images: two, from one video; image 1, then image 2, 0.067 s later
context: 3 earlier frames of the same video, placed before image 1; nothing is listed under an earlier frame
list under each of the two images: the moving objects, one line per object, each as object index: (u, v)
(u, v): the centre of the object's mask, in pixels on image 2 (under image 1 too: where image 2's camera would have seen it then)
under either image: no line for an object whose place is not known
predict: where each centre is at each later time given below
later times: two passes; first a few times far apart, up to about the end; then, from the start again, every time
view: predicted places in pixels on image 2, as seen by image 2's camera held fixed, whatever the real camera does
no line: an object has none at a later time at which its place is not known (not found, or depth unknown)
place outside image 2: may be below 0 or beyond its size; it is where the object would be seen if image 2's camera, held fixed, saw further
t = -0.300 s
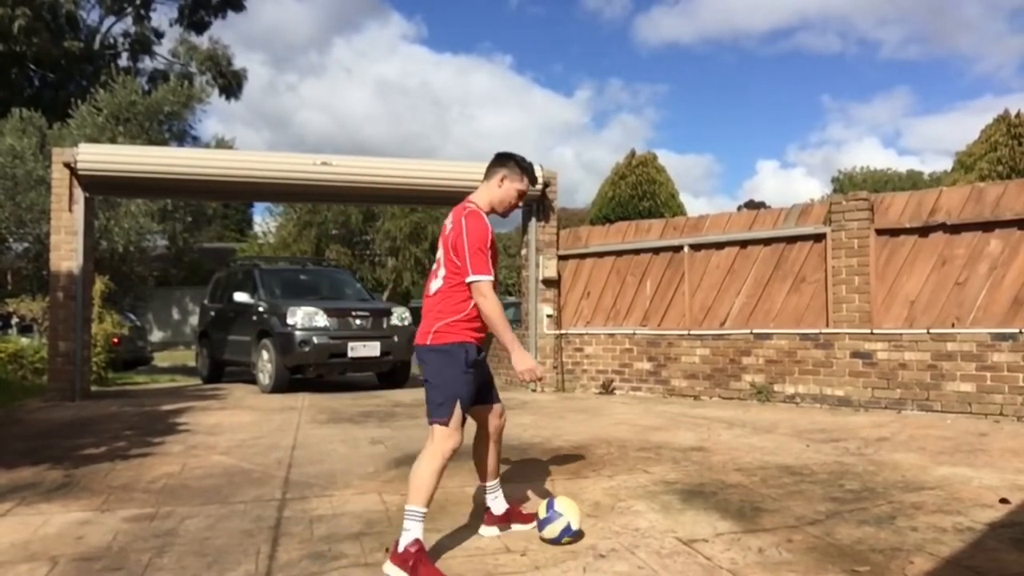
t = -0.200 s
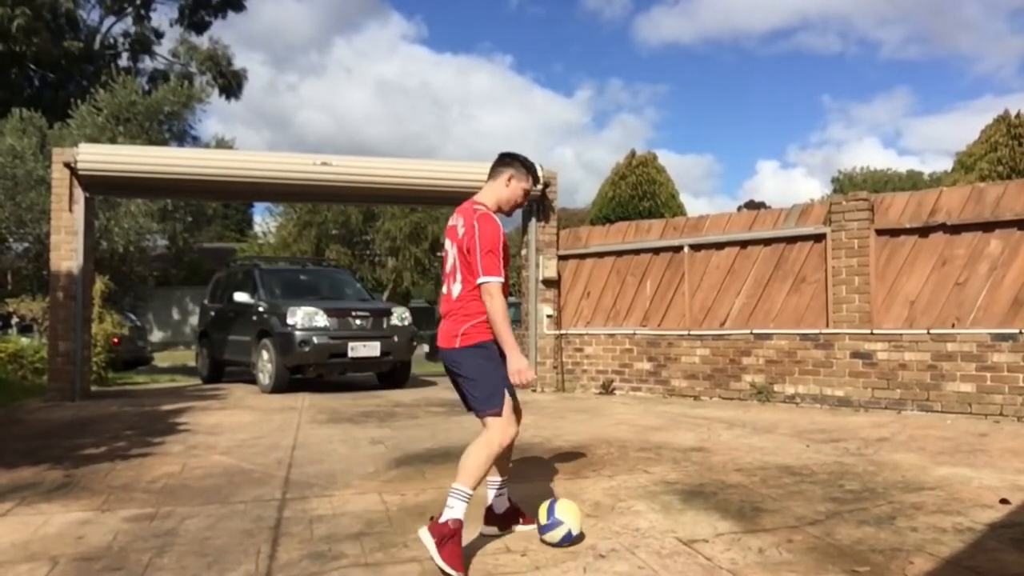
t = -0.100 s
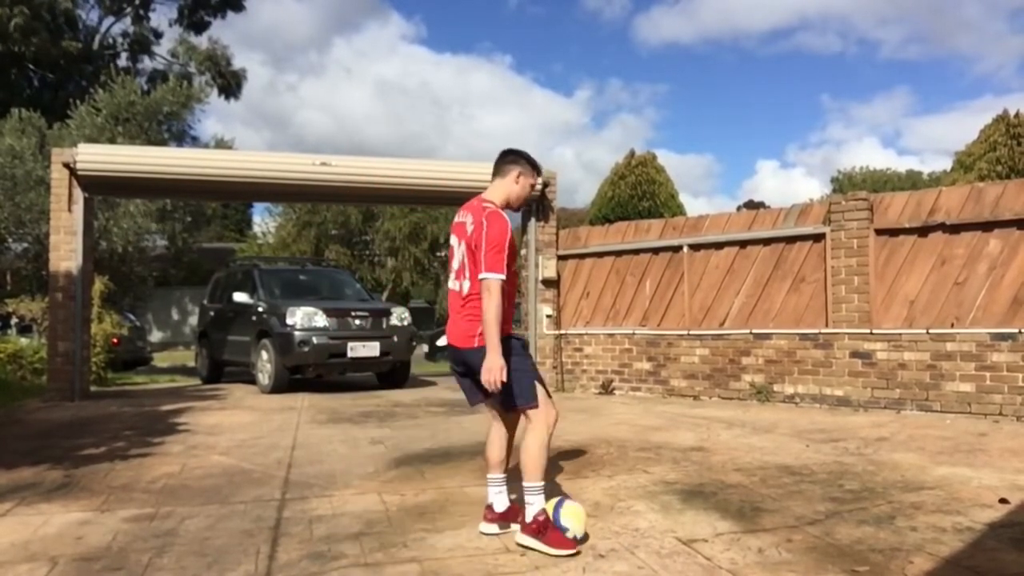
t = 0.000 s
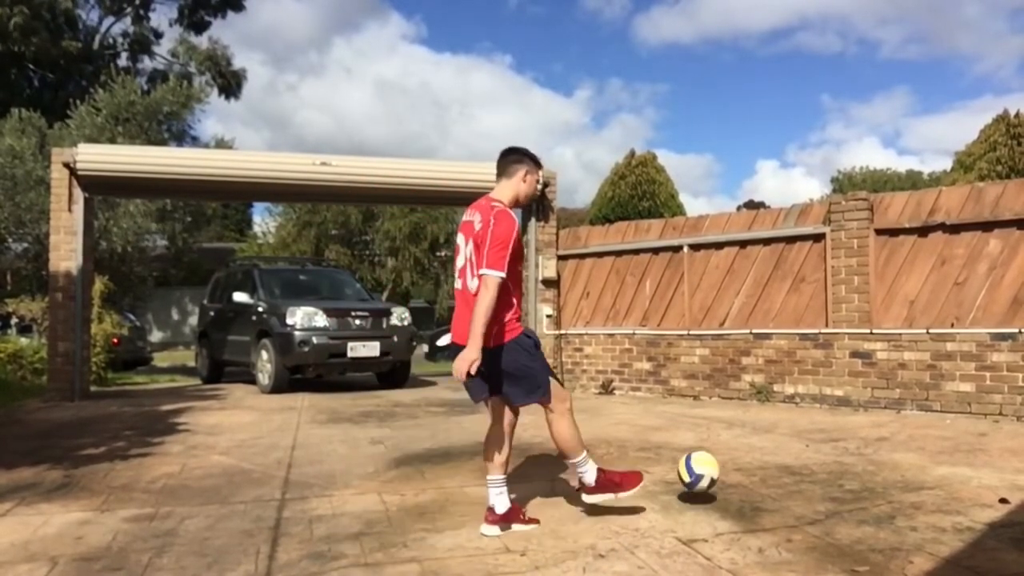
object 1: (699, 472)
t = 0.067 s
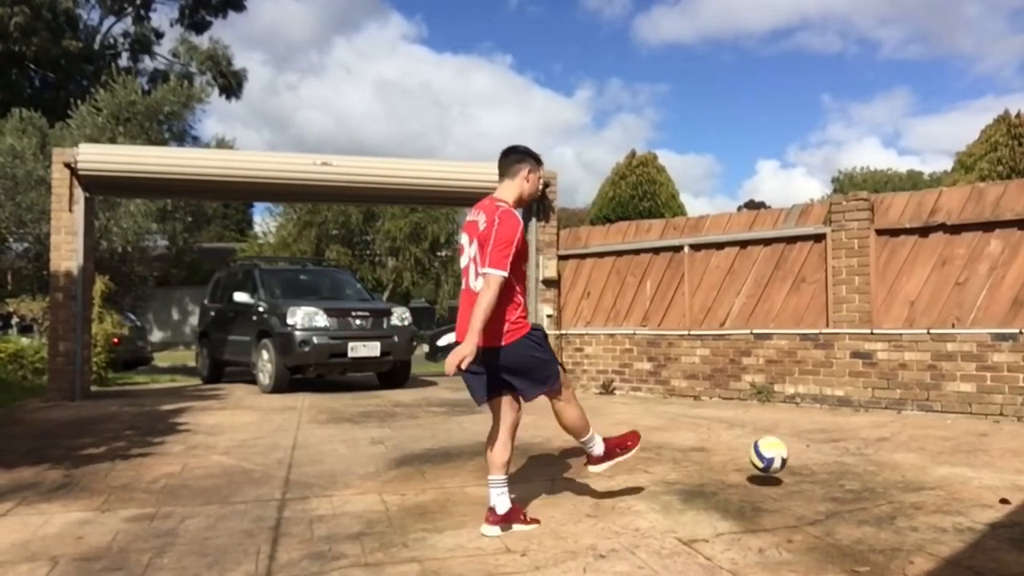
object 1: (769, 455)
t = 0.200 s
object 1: (873, 442)
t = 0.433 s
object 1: (975, 417)
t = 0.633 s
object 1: (1002, 401)
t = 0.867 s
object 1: (973, 423)
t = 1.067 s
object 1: (959, 431)
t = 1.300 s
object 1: (938, 438)
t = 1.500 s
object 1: (917, 448)
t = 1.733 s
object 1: (889, 458)
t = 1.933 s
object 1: (861, 470)
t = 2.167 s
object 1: (825, 487)
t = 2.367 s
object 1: (791, 500)
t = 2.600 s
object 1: (746, 521)
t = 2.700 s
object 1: (725, 529)
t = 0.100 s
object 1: (799, 451)
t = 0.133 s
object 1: (827, 449)
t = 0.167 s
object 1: (852, 448)
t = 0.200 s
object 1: (873, 442)
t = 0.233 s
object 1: (891, 433)
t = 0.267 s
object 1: (908, 426)
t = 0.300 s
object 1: (923, 422)
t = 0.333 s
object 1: (937, 418)
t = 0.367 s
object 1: (951, 418)
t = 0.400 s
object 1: (964, 419)
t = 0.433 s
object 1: (975, 417)
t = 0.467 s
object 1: (985, 411)
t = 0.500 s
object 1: (994, 408)
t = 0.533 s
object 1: (1001, 405)
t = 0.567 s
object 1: (1010, 405)
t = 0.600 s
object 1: (1007, 401)
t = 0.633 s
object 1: (1002, 401)
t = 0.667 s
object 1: (998, 400)
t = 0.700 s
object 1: (994, 402)
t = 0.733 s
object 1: (990, 405)
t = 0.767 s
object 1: (985, 408)
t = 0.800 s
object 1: (981, 414)
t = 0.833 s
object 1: (976, 422)
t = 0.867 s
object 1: (973, 423)
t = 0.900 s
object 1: (971, 422)
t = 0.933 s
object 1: (968, 420)
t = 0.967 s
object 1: (966, 421)
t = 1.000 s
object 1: (964, 422)
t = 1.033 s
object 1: (961, 426)
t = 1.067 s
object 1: (959, 431)
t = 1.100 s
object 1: (956, 431)
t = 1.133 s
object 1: (953, 430)
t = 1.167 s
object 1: (950, 430)
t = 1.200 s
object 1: (947, 433)
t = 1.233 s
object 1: (944, 436)
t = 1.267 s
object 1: (941, 438)
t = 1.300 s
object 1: (938, 438)
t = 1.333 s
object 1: (934, 439)
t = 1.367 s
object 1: (931, 441)
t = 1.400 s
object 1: (928, 444)
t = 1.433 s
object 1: (924, 444)
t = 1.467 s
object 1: (921, 445)
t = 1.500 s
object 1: (917, 448)
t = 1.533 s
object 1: (913, 450)
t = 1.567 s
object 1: (909, 450)
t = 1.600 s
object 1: (905, 452)
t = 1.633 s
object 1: (901, 454)
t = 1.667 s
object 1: (897, 455)
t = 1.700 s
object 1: (892, 458)
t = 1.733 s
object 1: (889, 458)
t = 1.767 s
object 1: (884, 460)
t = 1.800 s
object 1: (880, 464)
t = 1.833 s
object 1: (875, 466)
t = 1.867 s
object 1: (871, 467)
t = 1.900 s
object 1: (866, 469)
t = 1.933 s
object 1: (861, 470)
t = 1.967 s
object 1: (856, 474)
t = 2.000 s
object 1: (851, 475)
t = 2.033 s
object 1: (846, 477)
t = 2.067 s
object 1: (841, 479)
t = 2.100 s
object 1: (836, 481)
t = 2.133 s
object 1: (831, 484)
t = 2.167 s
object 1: (825, 487)
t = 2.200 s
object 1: (820, 488)
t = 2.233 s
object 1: (814, 491)
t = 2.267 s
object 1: (808, 493)
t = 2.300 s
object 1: (802, 495)
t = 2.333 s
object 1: (797, 498)
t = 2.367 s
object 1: (791, 500)
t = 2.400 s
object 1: (785, 502)
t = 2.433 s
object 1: (779, 505)
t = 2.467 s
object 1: (772, 509)
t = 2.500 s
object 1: (766, 513)
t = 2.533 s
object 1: (759, 515)
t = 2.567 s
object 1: (753, 518)
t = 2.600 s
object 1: (746, 521)
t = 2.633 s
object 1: (739, 523)
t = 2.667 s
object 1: (732, 526)
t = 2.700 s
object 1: (725, 529)
